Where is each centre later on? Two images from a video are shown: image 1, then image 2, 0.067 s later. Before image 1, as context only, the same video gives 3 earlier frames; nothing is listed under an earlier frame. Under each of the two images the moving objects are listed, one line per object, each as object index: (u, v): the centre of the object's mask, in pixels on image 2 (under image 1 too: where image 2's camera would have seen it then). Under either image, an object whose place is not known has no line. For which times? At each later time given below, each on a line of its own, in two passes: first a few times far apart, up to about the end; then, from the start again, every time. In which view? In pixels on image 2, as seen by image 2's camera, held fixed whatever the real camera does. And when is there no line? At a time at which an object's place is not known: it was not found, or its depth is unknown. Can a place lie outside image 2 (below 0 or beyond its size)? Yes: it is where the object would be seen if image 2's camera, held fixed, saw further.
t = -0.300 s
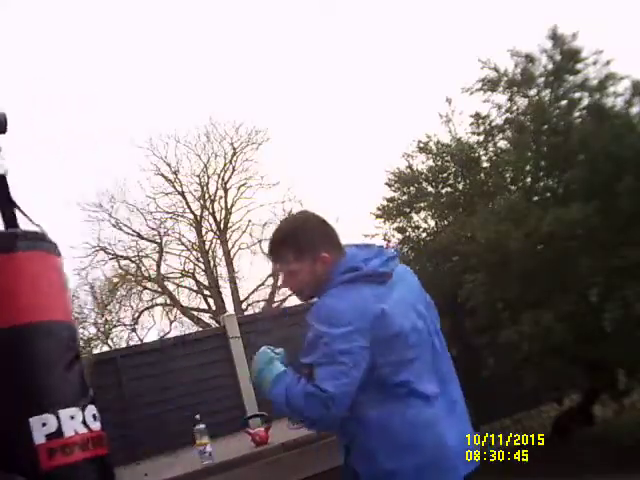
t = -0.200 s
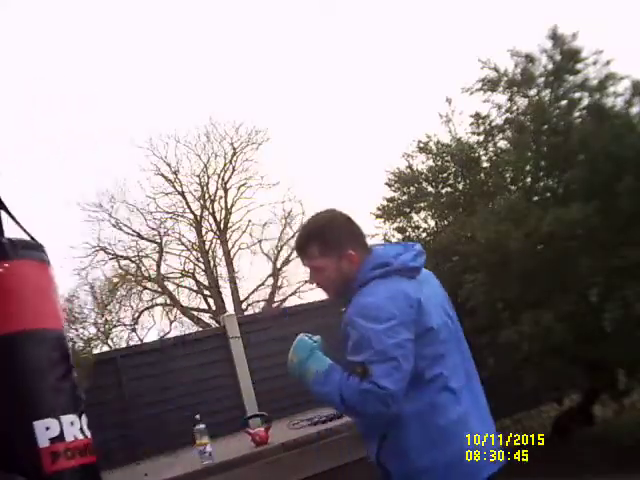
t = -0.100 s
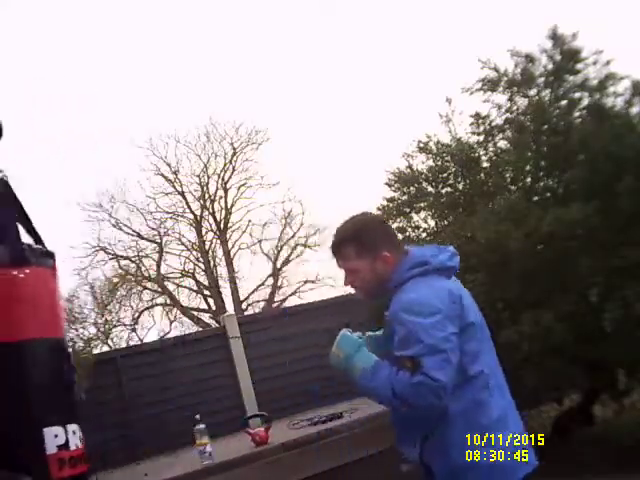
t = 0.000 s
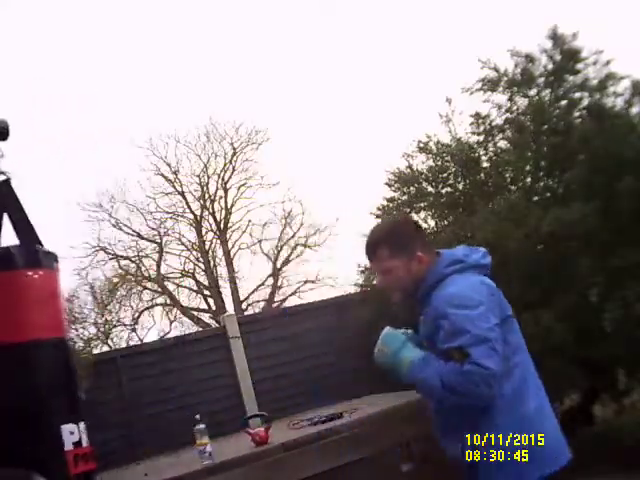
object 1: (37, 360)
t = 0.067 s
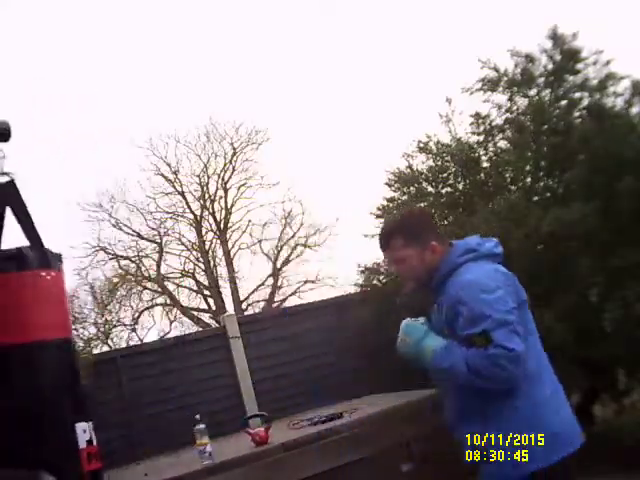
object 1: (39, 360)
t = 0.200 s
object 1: (54, 340)
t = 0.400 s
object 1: (115, 341)
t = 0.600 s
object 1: (146, 342)
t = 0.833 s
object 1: (186, 341)
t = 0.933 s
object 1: (198, 339)
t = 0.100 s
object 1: (40, 352)
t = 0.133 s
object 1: (43, 347)
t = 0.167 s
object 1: (47, 344)
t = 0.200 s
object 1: (54, 340)
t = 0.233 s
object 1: (63, 338)
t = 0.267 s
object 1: (74, 335)
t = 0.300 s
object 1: (85, 334)
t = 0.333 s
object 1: (98, 334)
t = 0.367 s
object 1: (109, 335)
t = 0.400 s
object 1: (115, 341)
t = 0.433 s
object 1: (117, 340)
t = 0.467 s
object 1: (120, 341)
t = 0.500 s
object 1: (121, 341)
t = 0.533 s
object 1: (127, 346)
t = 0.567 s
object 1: (135, 342)
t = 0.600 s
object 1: (146, 342)
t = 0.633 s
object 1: (153, 341)
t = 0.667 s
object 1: (159, 341)
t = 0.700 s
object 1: (163, 340)
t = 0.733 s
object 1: (169, 340)
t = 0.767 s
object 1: (174, 339)
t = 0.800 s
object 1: (180, 340)
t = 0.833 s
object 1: (186, 341)
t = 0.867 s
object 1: (190, 340)
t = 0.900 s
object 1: (195, 339)
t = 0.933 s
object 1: (198, 339)
